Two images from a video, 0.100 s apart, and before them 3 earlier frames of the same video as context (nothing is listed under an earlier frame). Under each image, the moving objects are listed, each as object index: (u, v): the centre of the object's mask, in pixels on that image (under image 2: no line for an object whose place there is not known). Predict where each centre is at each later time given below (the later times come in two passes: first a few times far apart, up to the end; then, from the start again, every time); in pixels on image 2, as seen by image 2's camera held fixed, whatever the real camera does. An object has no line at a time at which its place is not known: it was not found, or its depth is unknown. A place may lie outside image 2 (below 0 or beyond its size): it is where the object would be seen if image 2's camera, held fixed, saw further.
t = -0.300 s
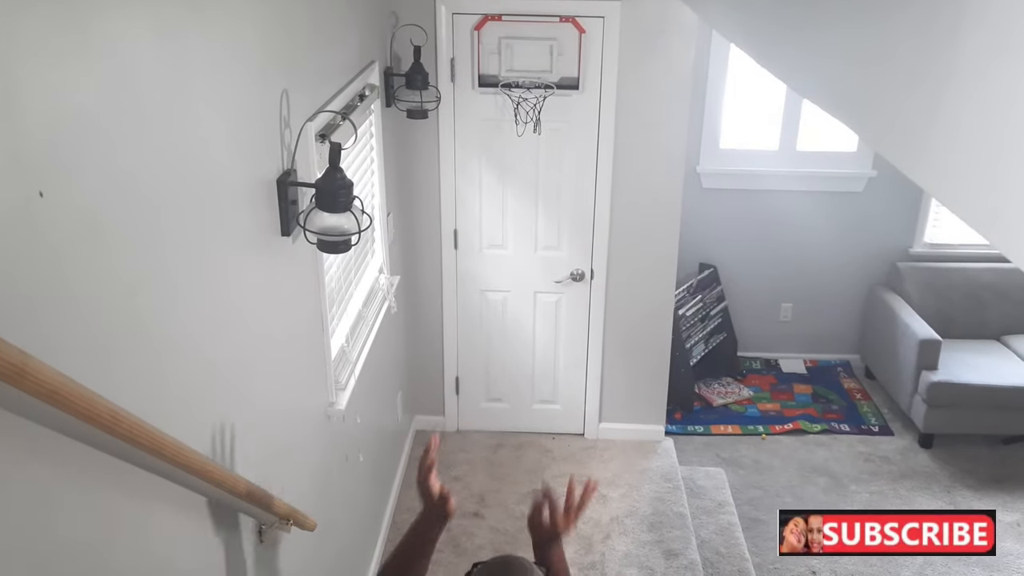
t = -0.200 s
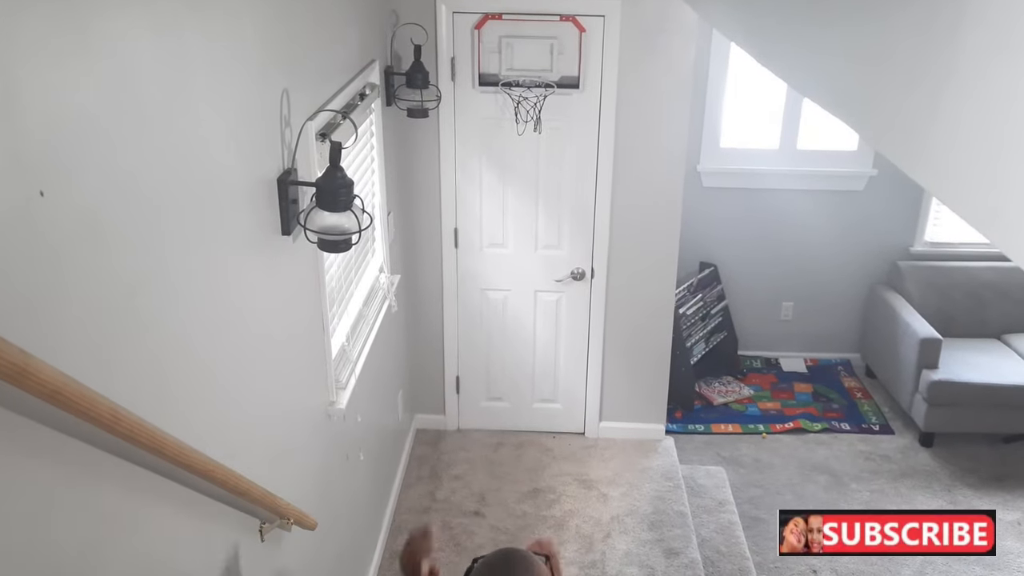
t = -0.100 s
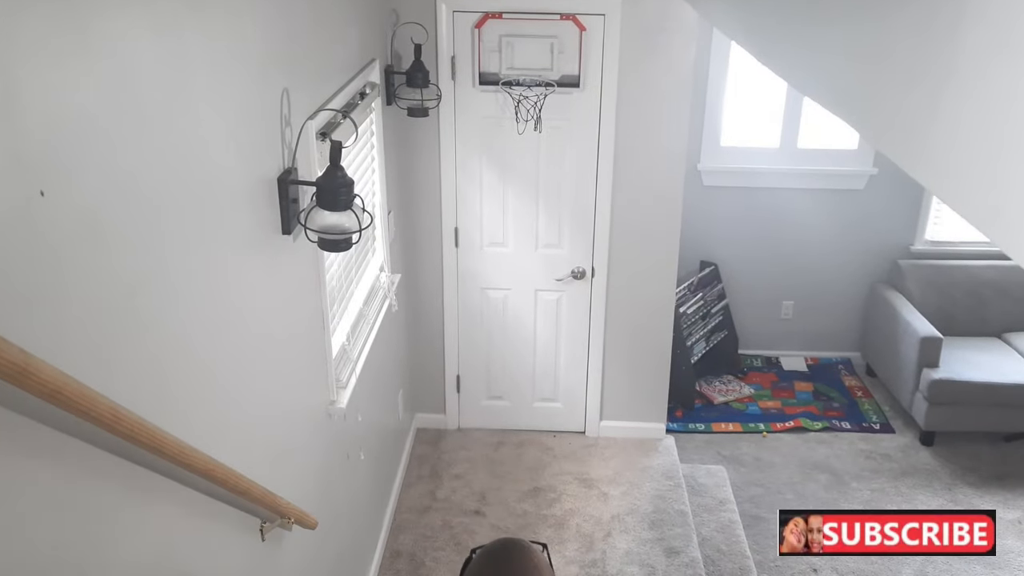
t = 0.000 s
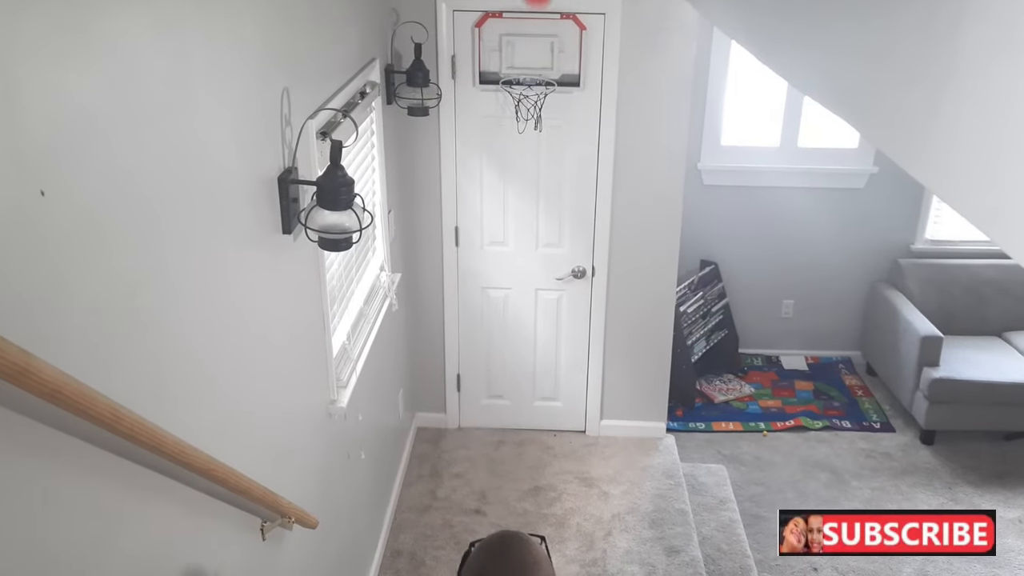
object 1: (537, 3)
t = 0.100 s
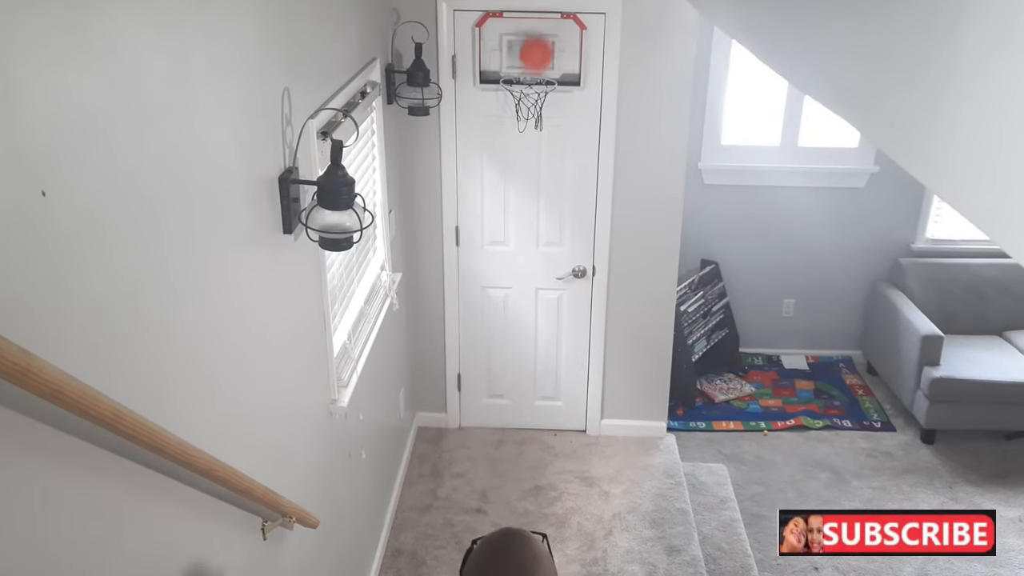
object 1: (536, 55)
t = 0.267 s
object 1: (520, 88)
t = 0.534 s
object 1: (546, 226)
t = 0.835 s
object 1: (571, 407)
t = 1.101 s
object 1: (608, 293)
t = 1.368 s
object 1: (640, 319)
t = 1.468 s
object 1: (650, 368)
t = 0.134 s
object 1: (533, 74)
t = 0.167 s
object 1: (527, 88)
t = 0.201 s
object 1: (525, 85)
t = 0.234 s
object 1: (521, 87)
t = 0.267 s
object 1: (520, 88)
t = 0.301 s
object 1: (522, 95)
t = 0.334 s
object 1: (526, 110)
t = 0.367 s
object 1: (529, 121)
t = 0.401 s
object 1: (533, 137)
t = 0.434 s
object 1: (536, 156)
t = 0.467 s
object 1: (540, 178)
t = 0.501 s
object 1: (543, 200)
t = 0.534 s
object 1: (546, 226)
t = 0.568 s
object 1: (549, 253)
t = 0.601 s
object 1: (552, 282)
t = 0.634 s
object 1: (554, 313)
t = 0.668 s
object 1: (557, 345)
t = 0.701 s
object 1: (559, 379)
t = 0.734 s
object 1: (561, 413)
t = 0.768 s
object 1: (564, 448)
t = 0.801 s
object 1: (567, 429)
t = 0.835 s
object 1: (571, 407)
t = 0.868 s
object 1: (576, 386)
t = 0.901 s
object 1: (581, 367)
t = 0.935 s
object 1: (585, 350)
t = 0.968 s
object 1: (590, 334)
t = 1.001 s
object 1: (595, 320)
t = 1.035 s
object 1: (599, 309)
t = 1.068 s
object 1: (604, 300)
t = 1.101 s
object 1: (608, 293)
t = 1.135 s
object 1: (613, 288)
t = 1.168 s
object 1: (617, 285)
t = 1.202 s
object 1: (622, 285)
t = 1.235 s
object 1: (625, 287)
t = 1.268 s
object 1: (629, 291)
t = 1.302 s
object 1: (633, 298)
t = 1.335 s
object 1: (637, 308)
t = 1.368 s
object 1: (640, 319)
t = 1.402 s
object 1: (644, 333)
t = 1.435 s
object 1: (647, 350)
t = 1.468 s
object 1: (650, 368)
